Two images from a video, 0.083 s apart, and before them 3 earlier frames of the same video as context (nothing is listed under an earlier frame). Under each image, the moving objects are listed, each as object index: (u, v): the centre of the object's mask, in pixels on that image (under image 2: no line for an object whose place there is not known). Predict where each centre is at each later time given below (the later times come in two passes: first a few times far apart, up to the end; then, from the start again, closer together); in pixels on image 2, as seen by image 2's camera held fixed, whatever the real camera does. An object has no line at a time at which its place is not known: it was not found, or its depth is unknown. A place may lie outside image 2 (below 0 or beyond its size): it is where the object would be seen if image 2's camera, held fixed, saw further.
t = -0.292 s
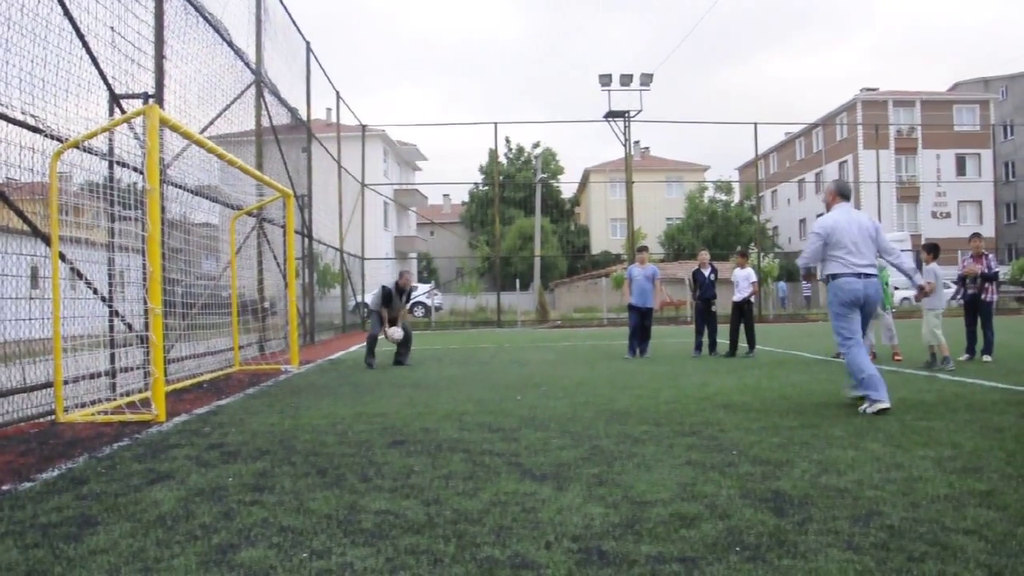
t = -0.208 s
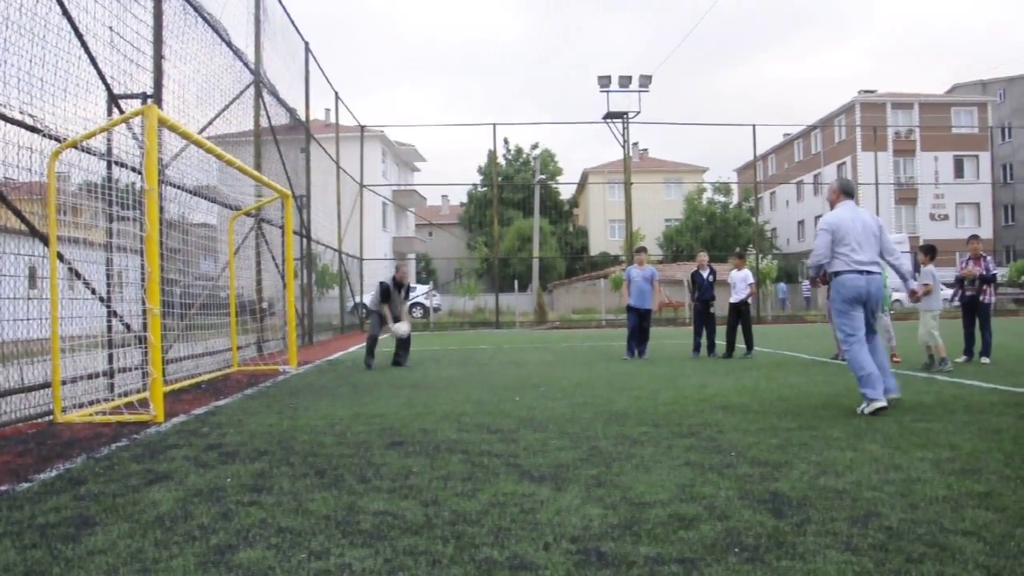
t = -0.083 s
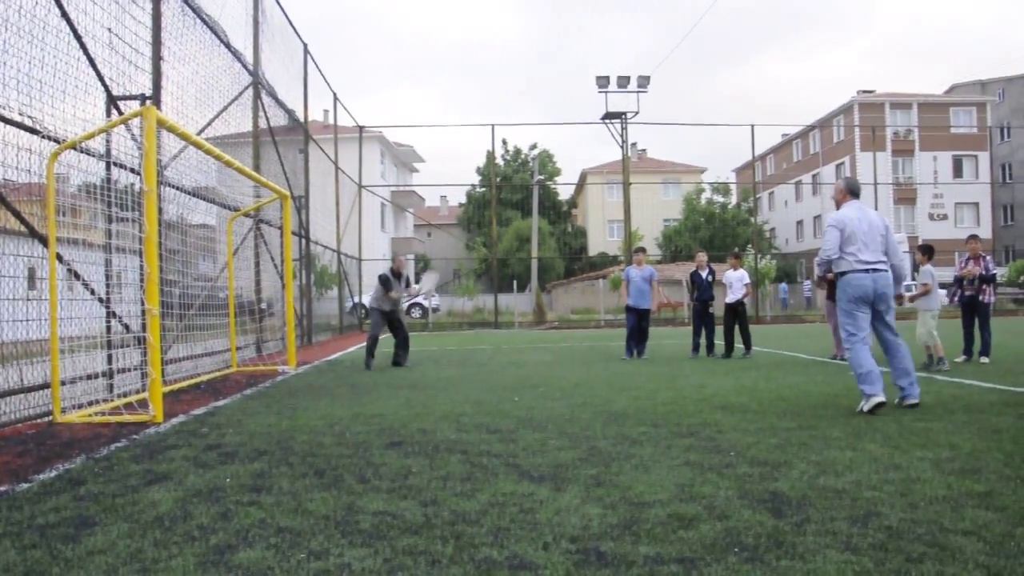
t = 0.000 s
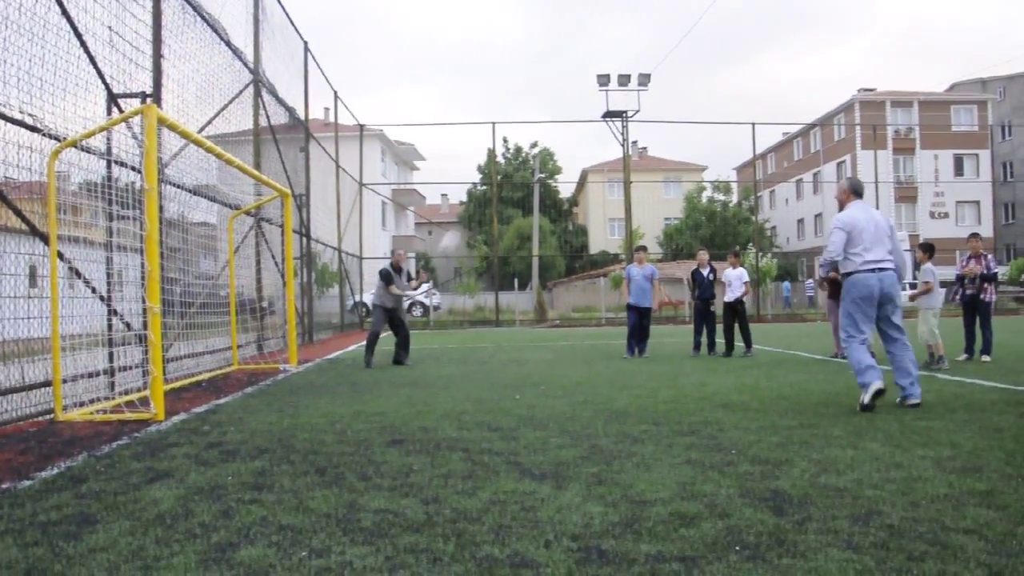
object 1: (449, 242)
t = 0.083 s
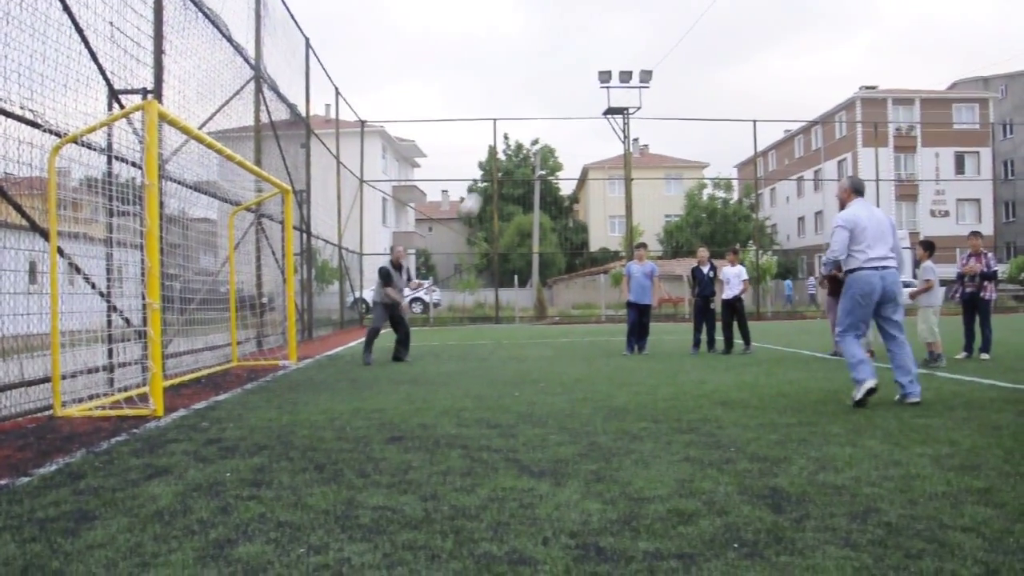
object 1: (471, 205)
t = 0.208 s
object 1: (506, 159)
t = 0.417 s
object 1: (572, 114)
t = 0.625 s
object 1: (652, 100)
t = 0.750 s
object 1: (708, 113)
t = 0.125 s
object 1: (482, 189)
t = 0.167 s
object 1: (494, 173)
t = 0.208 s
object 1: (506, 159)
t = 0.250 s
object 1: (519, 149)
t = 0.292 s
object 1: (530, 139)
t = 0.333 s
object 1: (544, 129)
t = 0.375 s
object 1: (558, 121)
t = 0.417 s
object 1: (572, 114)
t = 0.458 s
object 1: (587, 108)
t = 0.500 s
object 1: (603, 102)
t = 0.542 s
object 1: (619, 101)
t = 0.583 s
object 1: (635, 100)
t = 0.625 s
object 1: (652, 100)
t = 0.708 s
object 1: (689, 107)
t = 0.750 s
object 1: (708, 113)
